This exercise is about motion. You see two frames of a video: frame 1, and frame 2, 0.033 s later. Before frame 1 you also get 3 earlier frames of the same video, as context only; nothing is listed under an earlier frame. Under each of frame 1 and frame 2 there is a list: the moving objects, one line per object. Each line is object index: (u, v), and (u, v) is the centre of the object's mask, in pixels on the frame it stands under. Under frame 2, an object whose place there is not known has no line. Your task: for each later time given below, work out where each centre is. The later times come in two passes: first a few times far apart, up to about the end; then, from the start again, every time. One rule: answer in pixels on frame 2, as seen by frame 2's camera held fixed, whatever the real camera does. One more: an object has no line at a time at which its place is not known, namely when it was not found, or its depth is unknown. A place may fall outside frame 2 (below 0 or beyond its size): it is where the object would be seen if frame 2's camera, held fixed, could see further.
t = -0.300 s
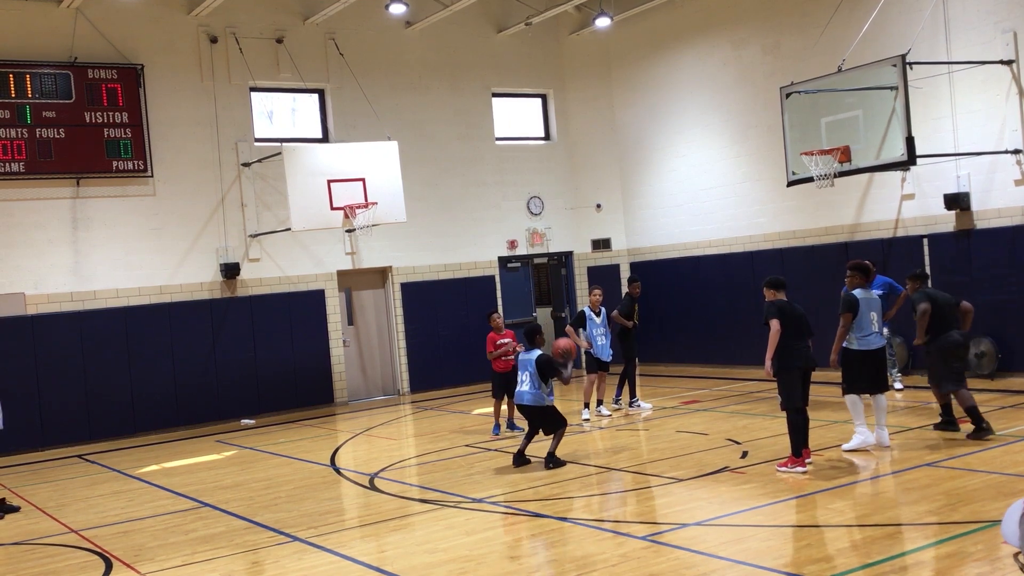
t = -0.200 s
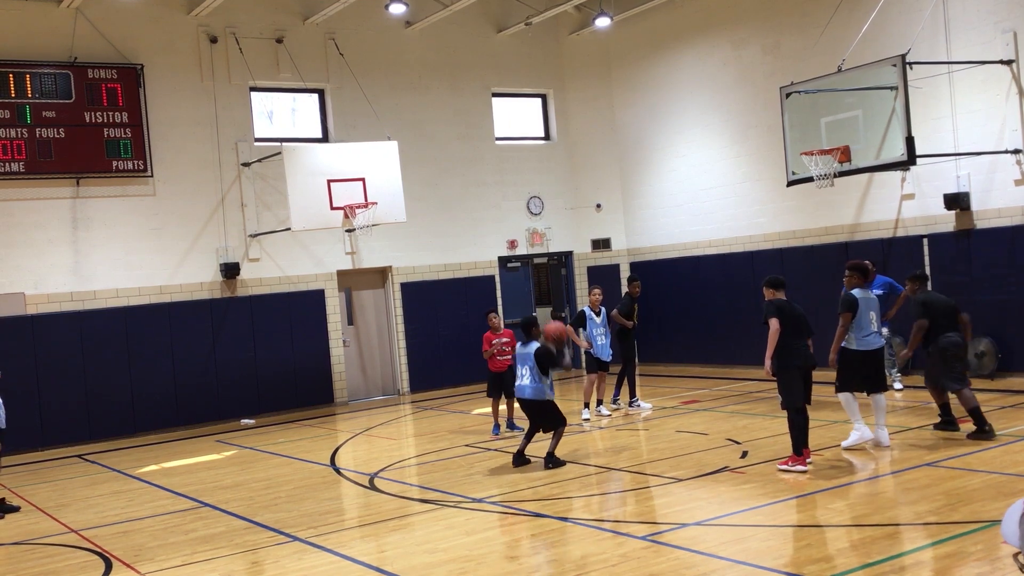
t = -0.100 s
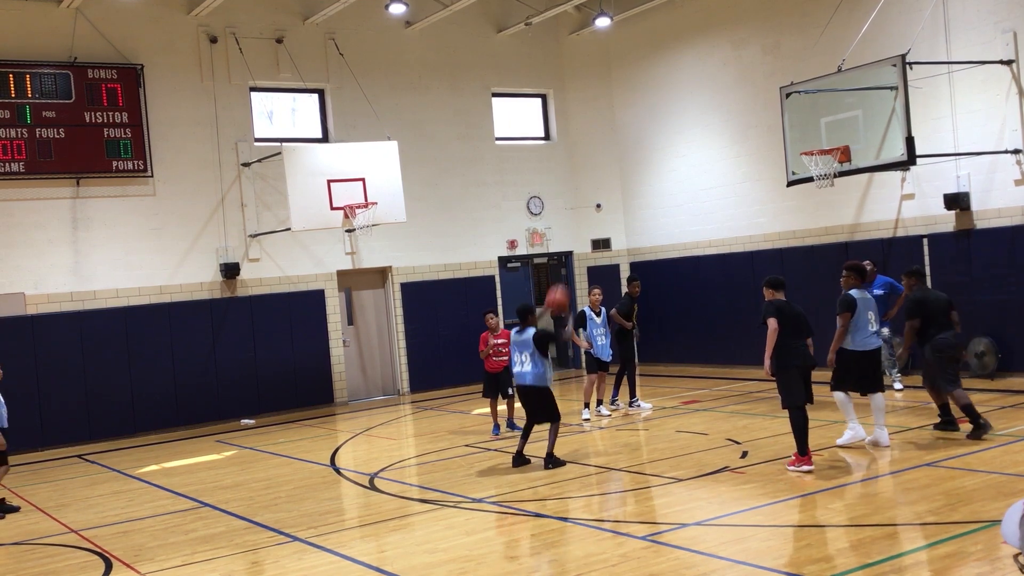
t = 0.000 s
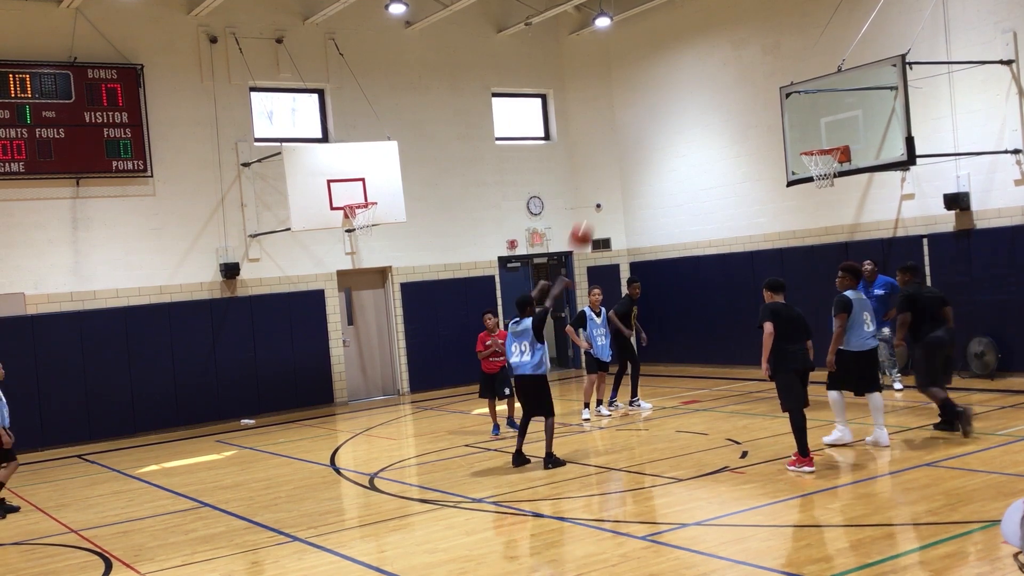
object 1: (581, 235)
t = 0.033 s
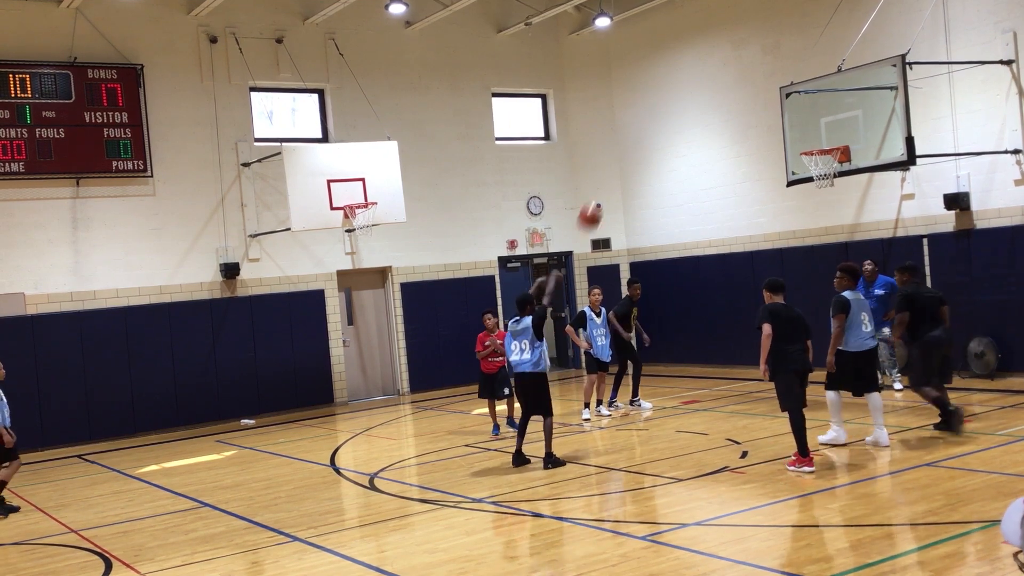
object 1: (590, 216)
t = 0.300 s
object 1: (659, 107)
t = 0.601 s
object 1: (733, 73)
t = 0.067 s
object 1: (598, 199)
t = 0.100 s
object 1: (607, 181)
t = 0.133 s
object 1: (616, 166)
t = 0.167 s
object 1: (625, 152)
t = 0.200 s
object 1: (633, 139)
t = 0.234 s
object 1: (642, 127)
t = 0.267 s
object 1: (650, 116)
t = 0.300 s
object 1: (659, 107)
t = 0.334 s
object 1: (667, 99)
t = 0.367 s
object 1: (676, 91)
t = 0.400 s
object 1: (684, 86)
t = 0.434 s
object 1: (692, 81)
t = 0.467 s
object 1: (701, 77)
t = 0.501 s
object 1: (709, 75)
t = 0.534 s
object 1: (717, 73)
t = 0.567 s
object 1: (725, 73)
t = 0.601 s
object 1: (733, 73)
